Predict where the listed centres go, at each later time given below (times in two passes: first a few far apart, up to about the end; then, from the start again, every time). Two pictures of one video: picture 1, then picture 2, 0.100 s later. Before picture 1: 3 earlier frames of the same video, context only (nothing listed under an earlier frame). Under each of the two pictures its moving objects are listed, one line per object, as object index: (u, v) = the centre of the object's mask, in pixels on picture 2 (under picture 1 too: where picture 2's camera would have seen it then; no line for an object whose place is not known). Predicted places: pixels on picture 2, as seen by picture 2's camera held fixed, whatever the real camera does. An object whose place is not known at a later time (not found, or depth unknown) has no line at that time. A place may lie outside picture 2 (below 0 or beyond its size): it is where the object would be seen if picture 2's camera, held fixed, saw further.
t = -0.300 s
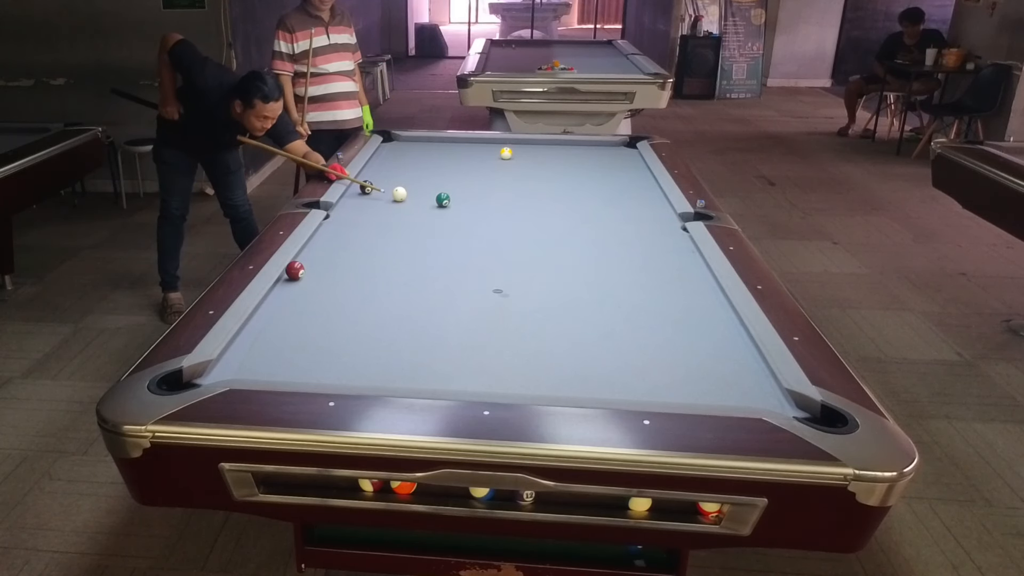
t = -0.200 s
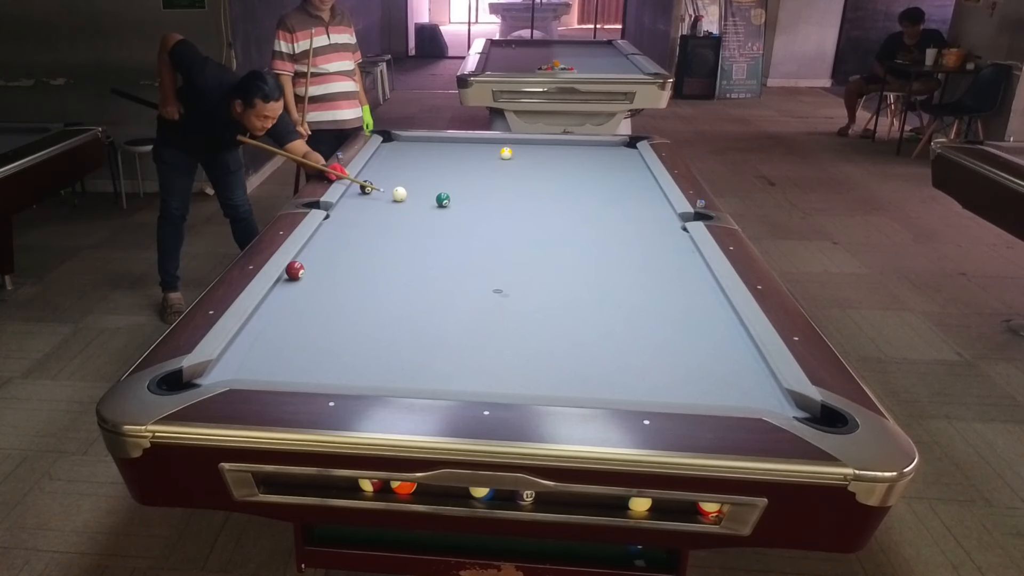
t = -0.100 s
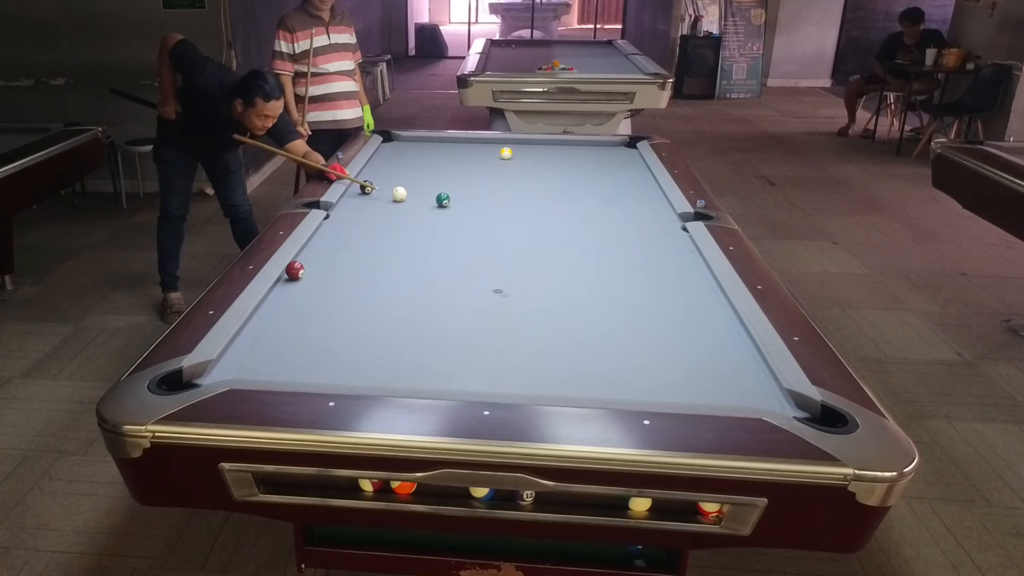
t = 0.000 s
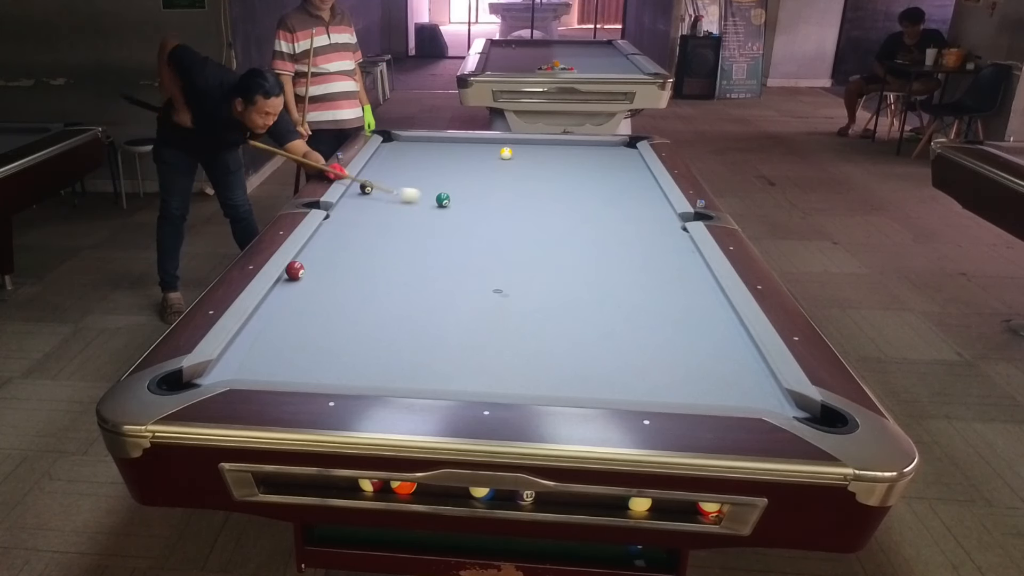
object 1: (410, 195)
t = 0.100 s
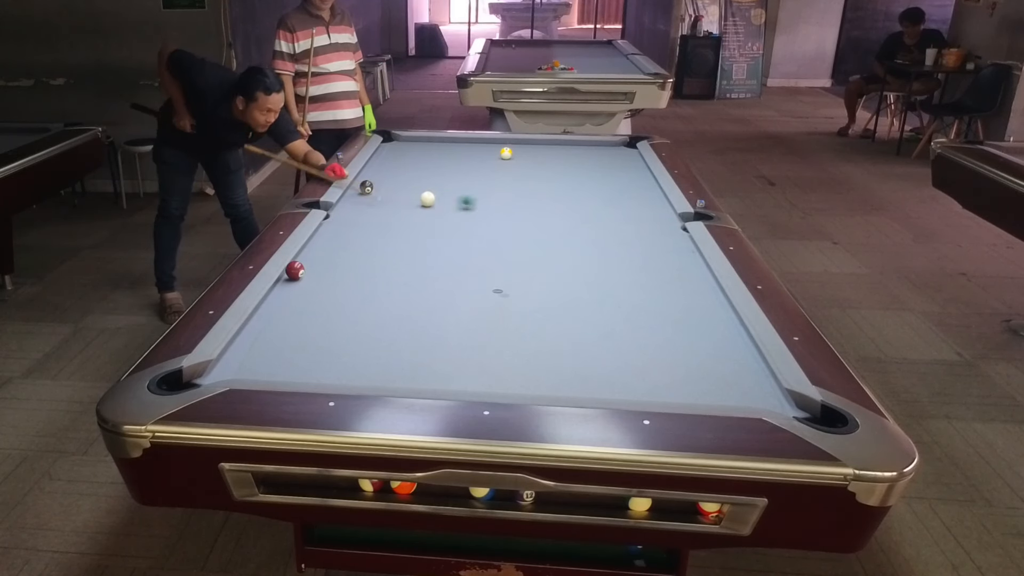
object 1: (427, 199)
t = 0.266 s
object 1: (419, 201)
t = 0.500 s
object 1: (409, 203)
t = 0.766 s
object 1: (398, 206)
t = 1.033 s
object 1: (389, 209)
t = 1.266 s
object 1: (382, 210)
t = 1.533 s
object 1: (376, 212)
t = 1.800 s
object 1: (372, 213)
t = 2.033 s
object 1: (369, 214)
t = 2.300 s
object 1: (367, 215)
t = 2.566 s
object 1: (367, 215)
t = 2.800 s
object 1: (367, 215)
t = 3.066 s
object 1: (367, 215)
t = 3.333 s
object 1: (367, 215)
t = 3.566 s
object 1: (367, 215)
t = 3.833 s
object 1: (367, 215)
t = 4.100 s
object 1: (367, 215)
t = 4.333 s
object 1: (367, 215)
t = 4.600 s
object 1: (367, 215)
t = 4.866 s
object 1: (367, 215)
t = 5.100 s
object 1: (367, 215)
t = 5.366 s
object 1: (367, 215)
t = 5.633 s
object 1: (367, 215)
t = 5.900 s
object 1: (367, 215)
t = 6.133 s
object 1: (367, 215)
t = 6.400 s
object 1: (367, 215)
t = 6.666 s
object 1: (367, 215)
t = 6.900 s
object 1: (367, 215)
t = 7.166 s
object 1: (367, 215)
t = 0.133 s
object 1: (426, 199)
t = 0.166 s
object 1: (424, 200)
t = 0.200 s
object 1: (423, 200)
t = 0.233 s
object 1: (421, 201)
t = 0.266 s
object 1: (419, 201)
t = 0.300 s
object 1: (418, 201)
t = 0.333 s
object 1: (416, 202)
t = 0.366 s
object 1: (415, 202)
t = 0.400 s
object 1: (413, 203)
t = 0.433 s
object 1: (412, 203)
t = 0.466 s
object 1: (410, 203)
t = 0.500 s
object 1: (409, 203)
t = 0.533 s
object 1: (407, 204)
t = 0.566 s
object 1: (406, 204)
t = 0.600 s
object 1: (405, 205)
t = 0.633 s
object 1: (403, 205)
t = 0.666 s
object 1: (402, 205)
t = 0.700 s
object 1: (401, 206)
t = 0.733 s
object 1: (400, 206)
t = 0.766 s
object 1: (398, 206)
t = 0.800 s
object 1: (397, 206)
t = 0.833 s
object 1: (396, 207)
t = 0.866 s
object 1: (395, 207)
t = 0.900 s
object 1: (394, 208)
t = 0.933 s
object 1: (393, 208)
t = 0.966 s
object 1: (391, 208)
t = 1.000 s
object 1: (390, 208)
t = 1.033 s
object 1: (389, 209)
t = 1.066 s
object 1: (388, 209)
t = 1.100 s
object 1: (387, 209)
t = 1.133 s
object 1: (386, 209)
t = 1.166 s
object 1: (385, 210)
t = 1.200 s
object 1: (384, 210)
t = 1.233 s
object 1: (383, 210)
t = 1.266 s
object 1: (382, 210)
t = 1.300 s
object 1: (382, 211)
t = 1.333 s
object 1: (381, 211)
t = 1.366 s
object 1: (380, 211)
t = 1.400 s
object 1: (379, 211)
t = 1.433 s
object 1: (379, 212)
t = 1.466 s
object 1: (378, 212)
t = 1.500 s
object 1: (377, 212)
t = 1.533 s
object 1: (376, 212)
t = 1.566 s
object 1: (376, 212)
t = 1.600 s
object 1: (375, 212)
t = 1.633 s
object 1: (375, 213)
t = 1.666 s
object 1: (374, 213)
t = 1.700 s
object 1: (374, 213)
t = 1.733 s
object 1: (373, 213)
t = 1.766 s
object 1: (373, 213)
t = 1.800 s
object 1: (372, 213)
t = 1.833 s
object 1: (372, 213)
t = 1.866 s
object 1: (371, 214)
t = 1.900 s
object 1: (371, 214)
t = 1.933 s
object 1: (370, 214)
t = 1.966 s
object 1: (370, 214)
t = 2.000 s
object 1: (370, 214)
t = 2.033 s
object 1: (369, 214)
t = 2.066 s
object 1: (369, 214)
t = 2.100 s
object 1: (369, 214)
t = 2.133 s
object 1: (369, 215)
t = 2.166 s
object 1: (368, 215)
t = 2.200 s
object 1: (368, 214)
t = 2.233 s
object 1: (368, 215)
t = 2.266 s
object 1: (368, 215)
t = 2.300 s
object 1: (367, 215)
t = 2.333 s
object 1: (367, 215)
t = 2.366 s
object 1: (367, 215)
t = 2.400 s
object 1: (367, 215)
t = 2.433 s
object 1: (367, 215)
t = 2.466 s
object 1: (367, 215)
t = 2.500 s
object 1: (367, 215)
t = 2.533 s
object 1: (367, 215)
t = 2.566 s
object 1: (367, 215)
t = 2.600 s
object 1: (367, 215)
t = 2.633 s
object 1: (367, 215)
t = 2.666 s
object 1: (367, 215)
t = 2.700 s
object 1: (367, 215)
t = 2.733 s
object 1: (367, 215)
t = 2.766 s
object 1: (367, 215)
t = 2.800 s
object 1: (367, 215)
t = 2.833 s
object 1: (367, 215)
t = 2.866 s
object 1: (367, 215)
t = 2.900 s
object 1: (367, 215)
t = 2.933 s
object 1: (367, 215)
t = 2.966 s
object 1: (367, 215)
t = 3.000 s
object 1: (367, 215)
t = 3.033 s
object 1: (367, 215)
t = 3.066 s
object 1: (367, 215)
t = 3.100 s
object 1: (367, 215)
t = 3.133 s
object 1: (367, 215)
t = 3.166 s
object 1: (367, 215)
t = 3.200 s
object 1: (367, 215)
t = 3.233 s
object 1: (367, 215)
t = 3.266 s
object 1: (367, 215)
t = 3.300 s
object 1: (367, 215)
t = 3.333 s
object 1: (367, 215)
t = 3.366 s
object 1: (367, 215)
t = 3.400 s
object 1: (367, 215)
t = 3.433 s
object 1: (367, 215)
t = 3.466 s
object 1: (367, 215)
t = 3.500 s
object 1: (367, 215)
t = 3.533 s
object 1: (367, 215)
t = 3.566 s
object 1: (367, 215)
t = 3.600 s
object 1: (367, 215)
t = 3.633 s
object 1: (367, 215)
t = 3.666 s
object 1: (367, 215)
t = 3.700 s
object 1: (367, 215)
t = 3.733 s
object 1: (367, 215)
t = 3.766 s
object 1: (367, 215)
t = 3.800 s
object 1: (367, 215)
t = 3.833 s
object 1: (367, 215)
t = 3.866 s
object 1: (367, 215)
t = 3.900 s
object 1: (367, 215)
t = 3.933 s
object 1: (367, 215)
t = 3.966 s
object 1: (367, 215)
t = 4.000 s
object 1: (367, 215)
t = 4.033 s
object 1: (367, 215)
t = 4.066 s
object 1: (367, 215)
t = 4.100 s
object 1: (367, 215)
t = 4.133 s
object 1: (367, 215)
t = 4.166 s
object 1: (367, 215)
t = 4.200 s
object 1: (367, 215)
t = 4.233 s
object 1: (367, 215)
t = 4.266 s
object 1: (367, 215)
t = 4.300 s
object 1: (367, 215)
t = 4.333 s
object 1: (367, 215)
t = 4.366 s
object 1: (367, 215)
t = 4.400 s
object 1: (367, 215)
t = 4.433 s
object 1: (367, 215)
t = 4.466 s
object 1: (367, 215)
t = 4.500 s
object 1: (367, 215)
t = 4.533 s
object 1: (367, 215)
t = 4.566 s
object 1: (367, 215)
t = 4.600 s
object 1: (367, 215)
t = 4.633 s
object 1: (367, 215)
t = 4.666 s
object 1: (367, 215)
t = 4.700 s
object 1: (367, 215)
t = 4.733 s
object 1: (367, 215)
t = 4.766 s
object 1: (367, 215)
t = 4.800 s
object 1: (367, 215)
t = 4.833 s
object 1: (367, 215)
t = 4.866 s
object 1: (367, 215)
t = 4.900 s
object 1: (367, 215)
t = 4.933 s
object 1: (367, 215)
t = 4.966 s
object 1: (367, 215)
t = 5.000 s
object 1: (367, 215)
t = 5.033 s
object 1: (367, 215)
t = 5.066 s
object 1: (367, 215)
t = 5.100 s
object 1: (367, 215)
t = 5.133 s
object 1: (367, 215)
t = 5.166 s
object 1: (367, 215)
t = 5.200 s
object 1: (367, 215)
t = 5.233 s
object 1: (367, 215)
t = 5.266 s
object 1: (367, 215)
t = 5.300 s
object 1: (367, 215)
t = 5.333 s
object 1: (367, 215)
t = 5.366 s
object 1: (367, 215)
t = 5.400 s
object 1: (367, 215)
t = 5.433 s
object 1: (367, 215)
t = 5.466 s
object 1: (367, 215)
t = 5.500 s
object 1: (367, 215)
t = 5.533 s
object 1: (367, 215)
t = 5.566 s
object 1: (367, 215)
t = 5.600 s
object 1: (367, 215)
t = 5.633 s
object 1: (367, 215)
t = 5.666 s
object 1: (367, 215)
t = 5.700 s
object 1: (367, 215)
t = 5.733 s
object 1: (367, 215)
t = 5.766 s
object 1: (367, 215)
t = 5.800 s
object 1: (367, 215)
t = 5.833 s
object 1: (367, 215)
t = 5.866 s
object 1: (367, 215)
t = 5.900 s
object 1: (367, 215)
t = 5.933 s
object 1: (367, 215)
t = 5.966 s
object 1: (367, 215)
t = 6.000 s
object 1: (367, 215)
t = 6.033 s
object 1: (367, 215)
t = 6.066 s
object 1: (367, 215)
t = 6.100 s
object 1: (367, 215)
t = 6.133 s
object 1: (367, 215)
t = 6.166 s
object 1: (367, 215)
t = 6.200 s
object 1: (367, 215)
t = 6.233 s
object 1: (367, 215)
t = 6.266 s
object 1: (367, 215)
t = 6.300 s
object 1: (367, 215)
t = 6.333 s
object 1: (367, 215)
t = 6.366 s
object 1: (367, 215)
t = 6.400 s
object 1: (367, 215)
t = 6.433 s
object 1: (367, 215)
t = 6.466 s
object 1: (367, 215)
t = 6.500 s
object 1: (367, 215)
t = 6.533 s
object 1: (367, 215)
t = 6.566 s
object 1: (367, 215)
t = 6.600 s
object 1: (367, 215)
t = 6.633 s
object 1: (367, 215)
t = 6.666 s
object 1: (367, 215)
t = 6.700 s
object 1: (367, 215)
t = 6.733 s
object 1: (367, 215)
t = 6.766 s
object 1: (367, 215)
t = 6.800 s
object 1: (367, 215)
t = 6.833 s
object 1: (367, 215)
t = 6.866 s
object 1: (367, 215)
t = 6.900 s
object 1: (367, 215)
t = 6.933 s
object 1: (367, 215)
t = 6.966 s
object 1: (367, 215)
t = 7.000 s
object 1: (367, 215)
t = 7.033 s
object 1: (367, 215)
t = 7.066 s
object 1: (367, 215)
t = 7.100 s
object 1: (367, 215)
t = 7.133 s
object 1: (367, 215)
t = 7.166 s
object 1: (367, 215)
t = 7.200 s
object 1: (367, 215)
